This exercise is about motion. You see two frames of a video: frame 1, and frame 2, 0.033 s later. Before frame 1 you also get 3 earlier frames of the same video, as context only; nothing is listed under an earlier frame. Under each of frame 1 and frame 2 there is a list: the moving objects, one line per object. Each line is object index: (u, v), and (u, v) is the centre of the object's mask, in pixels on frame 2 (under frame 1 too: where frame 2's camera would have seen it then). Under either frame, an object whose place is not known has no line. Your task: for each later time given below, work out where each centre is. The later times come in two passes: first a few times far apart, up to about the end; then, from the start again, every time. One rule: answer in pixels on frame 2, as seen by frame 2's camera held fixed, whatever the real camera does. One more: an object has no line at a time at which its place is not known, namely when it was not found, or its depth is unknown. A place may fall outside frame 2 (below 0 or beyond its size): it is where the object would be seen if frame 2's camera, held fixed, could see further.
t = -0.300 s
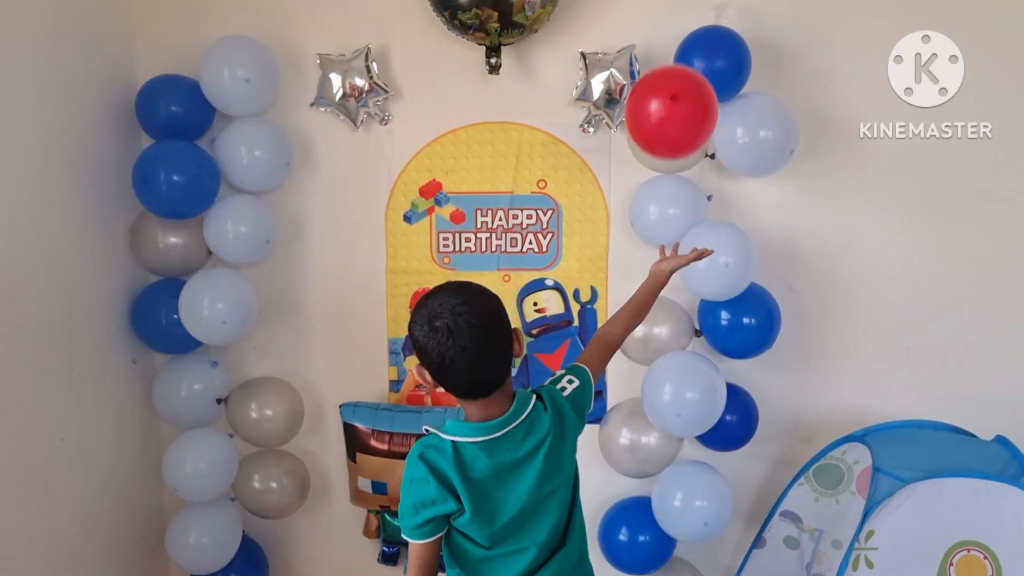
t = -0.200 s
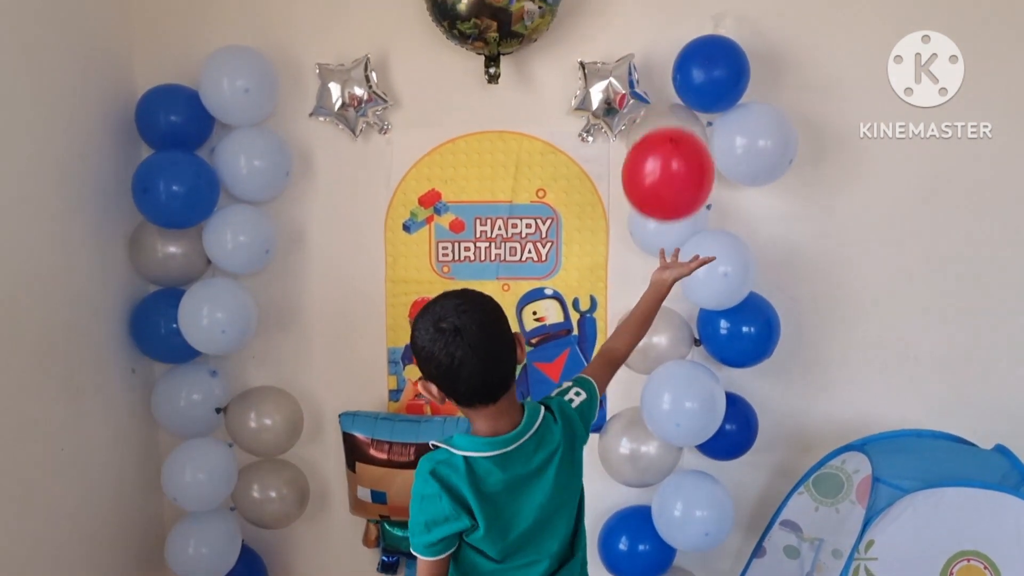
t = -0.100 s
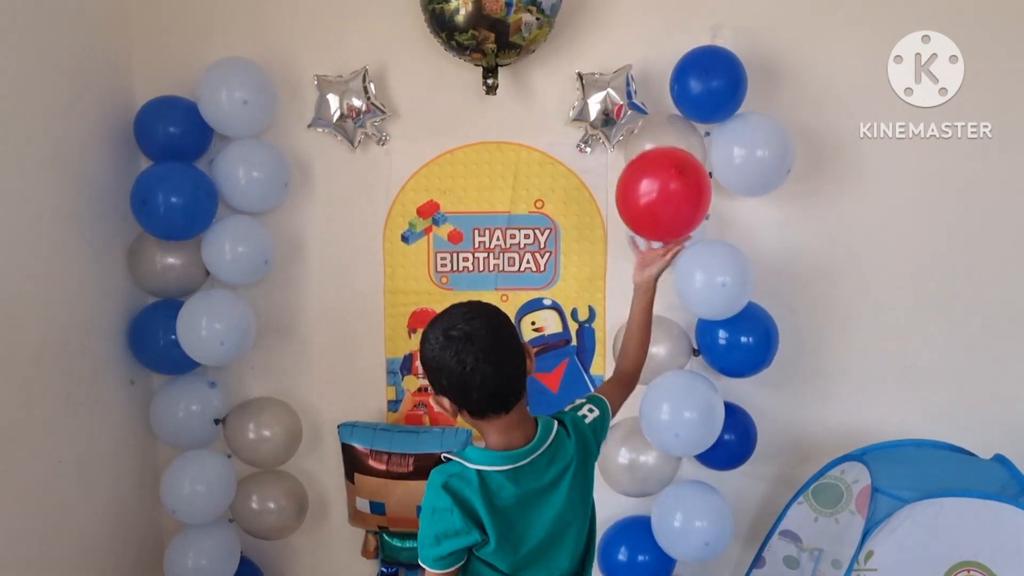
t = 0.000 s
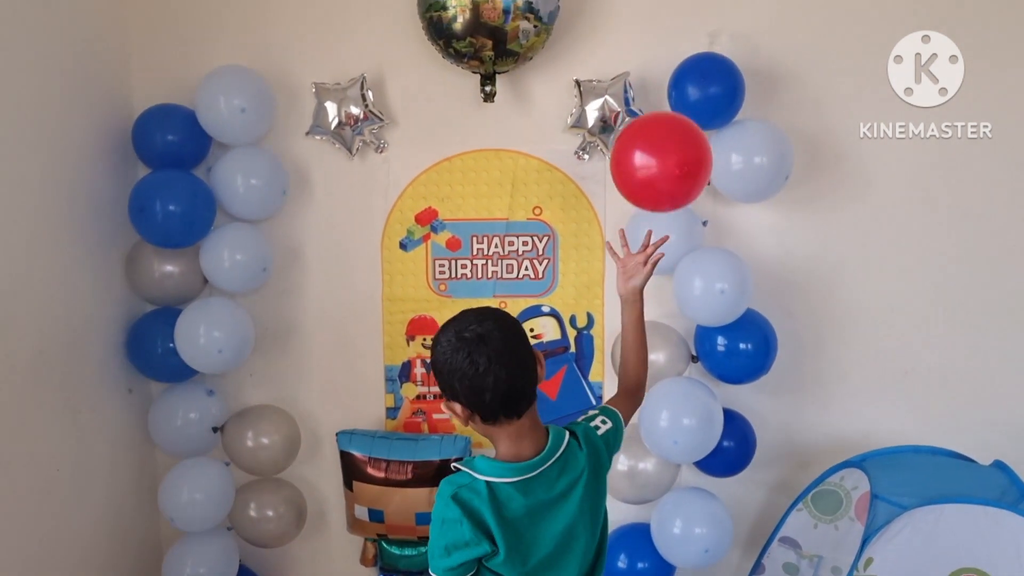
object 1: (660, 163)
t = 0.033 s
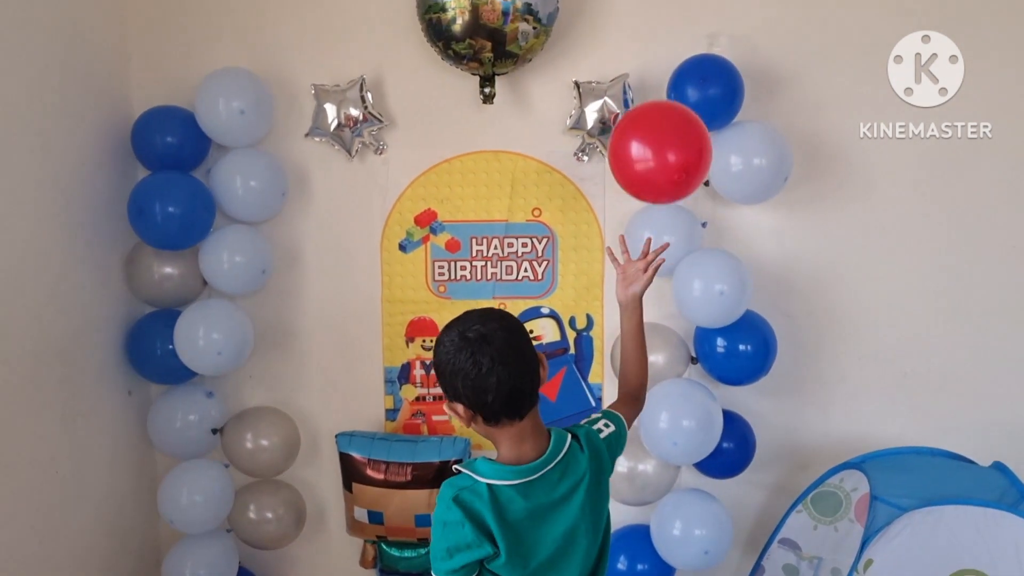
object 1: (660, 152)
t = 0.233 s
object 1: (657, 115)
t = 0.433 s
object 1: (652, 137)
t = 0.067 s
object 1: (660, 142)
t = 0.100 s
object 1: (660, 135)
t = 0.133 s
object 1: (659, 128)
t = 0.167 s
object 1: (658, 123)
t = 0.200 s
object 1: (657, 118)
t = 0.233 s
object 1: (657, 115)
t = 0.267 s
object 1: (656, 114)
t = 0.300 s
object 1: (655, 115)
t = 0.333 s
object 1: (654, 118)
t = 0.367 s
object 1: (654, 123)
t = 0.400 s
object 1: (653, 129)
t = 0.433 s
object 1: (652, 137)
